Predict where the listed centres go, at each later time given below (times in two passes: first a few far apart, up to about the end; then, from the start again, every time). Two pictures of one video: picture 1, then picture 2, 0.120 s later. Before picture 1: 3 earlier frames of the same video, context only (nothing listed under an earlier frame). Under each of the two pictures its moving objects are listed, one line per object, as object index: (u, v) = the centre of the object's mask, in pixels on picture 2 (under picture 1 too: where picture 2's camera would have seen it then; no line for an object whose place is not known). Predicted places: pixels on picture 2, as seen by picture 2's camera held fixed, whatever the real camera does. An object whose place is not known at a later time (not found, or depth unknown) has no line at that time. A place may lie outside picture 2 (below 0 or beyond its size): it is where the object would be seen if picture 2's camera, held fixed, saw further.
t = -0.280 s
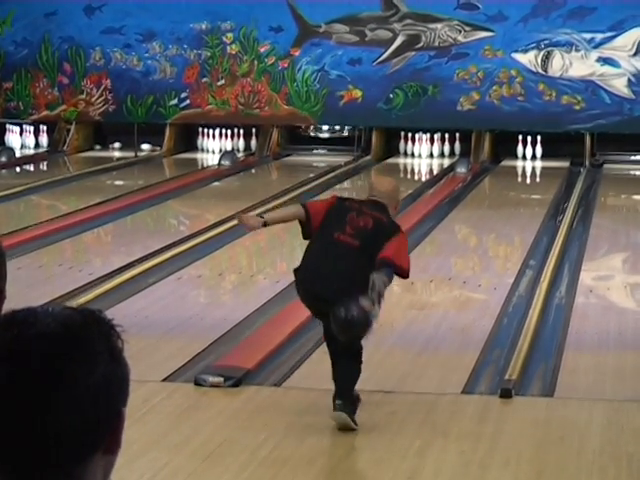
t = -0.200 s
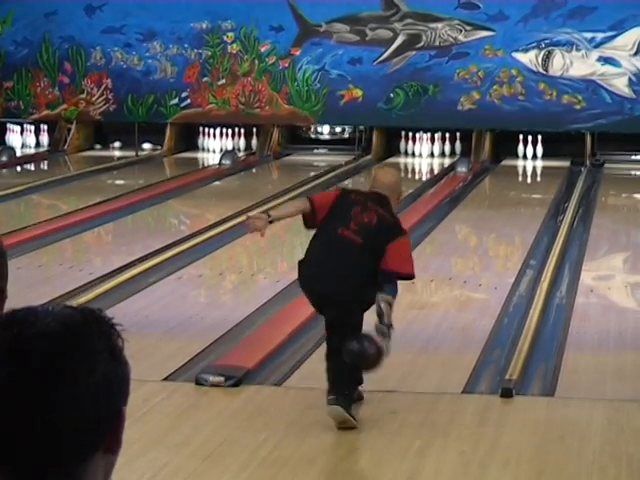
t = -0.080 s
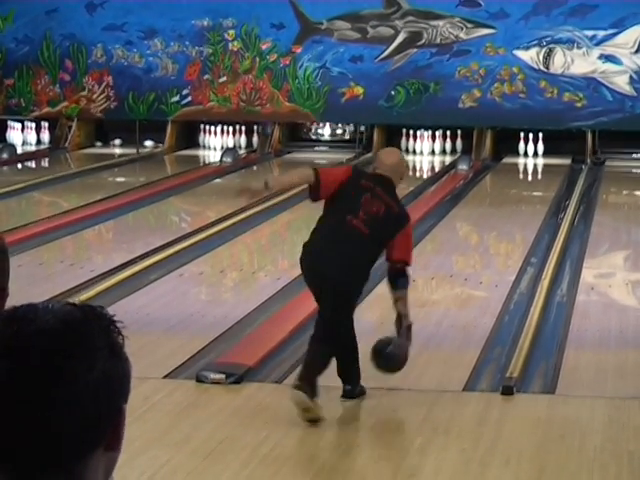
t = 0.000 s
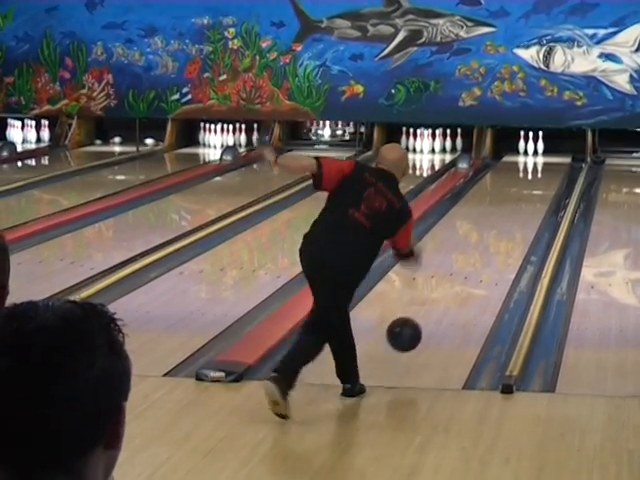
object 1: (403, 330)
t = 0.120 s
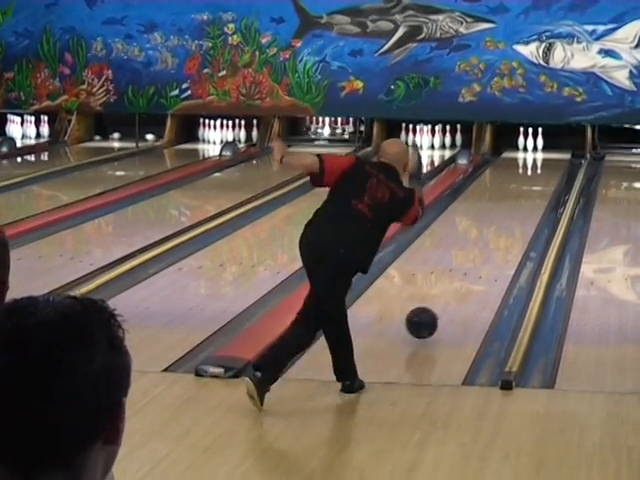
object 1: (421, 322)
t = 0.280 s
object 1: (443, 299)
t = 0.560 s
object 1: (470, 260)
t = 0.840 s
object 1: (491, 231)
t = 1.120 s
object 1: (507, 209)
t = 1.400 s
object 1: (519, 191)
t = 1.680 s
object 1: (528, 176)
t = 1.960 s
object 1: (533, 165)
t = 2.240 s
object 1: (536, 156)
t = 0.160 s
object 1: (427, 319)
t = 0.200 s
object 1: (433, 310)
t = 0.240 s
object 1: (438, 305)
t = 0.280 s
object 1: (443, 299)
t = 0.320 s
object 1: (447, 293)
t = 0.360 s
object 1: (451, 286)
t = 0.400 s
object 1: (456, 281)
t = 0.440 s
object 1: (459, 275)
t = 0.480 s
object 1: (463, 270)
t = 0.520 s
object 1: (467, 265)
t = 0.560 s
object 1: (470, 260)
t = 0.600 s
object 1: (474, 255)
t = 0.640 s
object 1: (477, 251)
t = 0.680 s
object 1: (480, 247)
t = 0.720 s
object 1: (483, 243)
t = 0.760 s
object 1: (486, 239)
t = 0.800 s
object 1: (489, 235)
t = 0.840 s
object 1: (491, 231)
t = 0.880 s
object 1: (494, 228)
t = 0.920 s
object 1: (496, 224)
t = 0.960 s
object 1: (498, 221)
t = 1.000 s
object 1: (500, 218)
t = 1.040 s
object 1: (503, 215)
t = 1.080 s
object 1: (505, 212)
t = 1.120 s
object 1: (507, 209)
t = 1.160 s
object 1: (509, 206)
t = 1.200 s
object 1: (511, 203)
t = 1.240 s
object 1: (512, 201)
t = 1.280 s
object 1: (514, 198)
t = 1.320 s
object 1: (516, 195)
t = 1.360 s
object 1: (517, 193)
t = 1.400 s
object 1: (519, 191)
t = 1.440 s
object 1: (520, 189)
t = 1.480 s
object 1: (521, 186)
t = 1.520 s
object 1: (523, 184)
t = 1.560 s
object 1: (524, 182)
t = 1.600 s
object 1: (525, 180)
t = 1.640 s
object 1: (527, 178)
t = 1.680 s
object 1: (528, 176)
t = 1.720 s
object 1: (528, 174)
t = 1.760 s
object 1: (529, 172)
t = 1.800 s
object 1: (530, 171)
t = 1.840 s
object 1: (531, 169)
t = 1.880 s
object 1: (532, 168)
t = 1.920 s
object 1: (533, 166)
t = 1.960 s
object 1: (533, 165)
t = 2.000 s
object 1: (534, 164)
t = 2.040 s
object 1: (534, 162)
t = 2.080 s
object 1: (535, 161)
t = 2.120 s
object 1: (535, 159)
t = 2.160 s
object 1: (535, 158)
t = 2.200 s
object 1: (536, 157)
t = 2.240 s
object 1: (536, 156)
